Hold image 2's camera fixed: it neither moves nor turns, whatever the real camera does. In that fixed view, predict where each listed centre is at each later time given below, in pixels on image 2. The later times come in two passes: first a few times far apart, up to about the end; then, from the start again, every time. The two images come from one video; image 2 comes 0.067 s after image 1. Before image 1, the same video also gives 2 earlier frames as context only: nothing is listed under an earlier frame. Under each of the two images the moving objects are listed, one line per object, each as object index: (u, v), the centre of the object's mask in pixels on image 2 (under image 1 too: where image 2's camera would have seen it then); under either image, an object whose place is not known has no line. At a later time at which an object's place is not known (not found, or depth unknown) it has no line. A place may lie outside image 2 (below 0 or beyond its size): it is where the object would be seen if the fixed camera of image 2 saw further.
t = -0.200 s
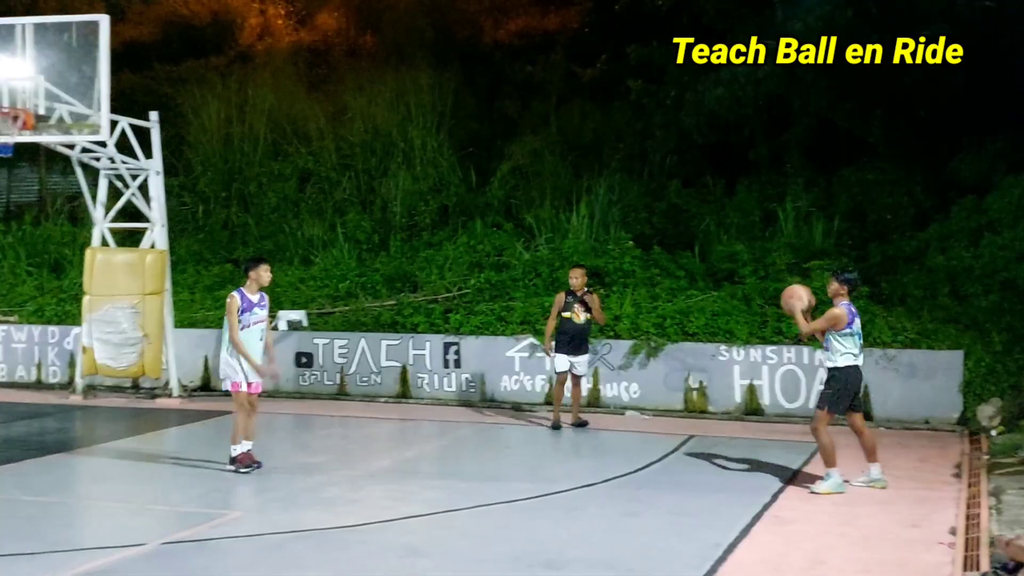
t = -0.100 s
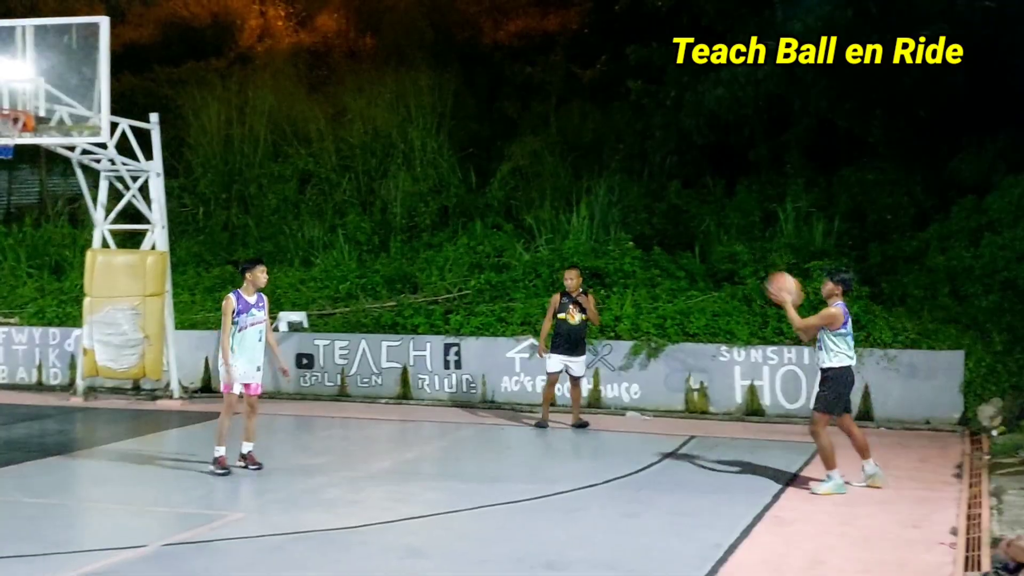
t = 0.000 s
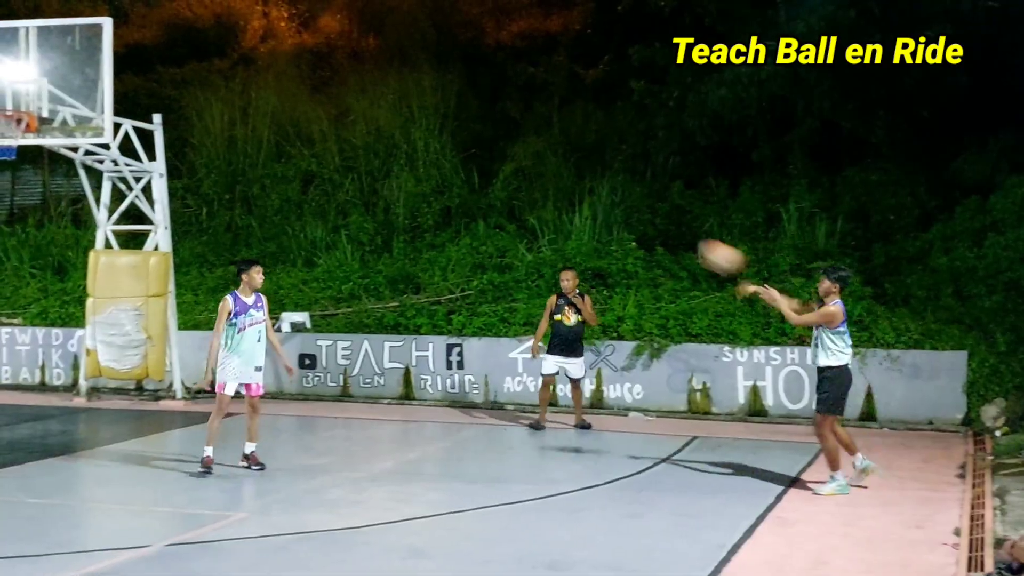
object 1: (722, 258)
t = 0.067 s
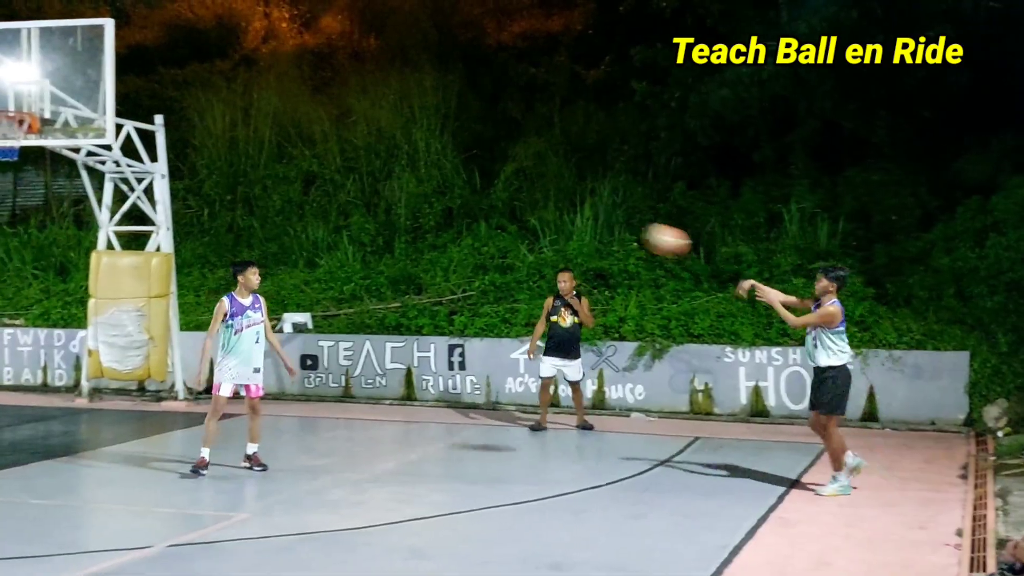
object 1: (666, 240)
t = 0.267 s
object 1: (498, 221)
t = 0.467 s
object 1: (329, 249)
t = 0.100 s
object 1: (638, 233)
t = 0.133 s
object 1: (611, 228)
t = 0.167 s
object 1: (583, 224)
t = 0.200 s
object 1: (554, 221)
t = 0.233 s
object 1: (526, 220)
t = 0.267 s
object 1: (498, 221)
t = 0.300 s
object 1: (470, 222)
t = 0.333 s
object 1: (442, 225)
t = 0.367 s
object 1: (413, 229)
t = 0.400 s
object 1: (384, 235)
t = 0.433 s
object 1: (357, 241)
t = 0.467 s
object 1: (329, 249)
